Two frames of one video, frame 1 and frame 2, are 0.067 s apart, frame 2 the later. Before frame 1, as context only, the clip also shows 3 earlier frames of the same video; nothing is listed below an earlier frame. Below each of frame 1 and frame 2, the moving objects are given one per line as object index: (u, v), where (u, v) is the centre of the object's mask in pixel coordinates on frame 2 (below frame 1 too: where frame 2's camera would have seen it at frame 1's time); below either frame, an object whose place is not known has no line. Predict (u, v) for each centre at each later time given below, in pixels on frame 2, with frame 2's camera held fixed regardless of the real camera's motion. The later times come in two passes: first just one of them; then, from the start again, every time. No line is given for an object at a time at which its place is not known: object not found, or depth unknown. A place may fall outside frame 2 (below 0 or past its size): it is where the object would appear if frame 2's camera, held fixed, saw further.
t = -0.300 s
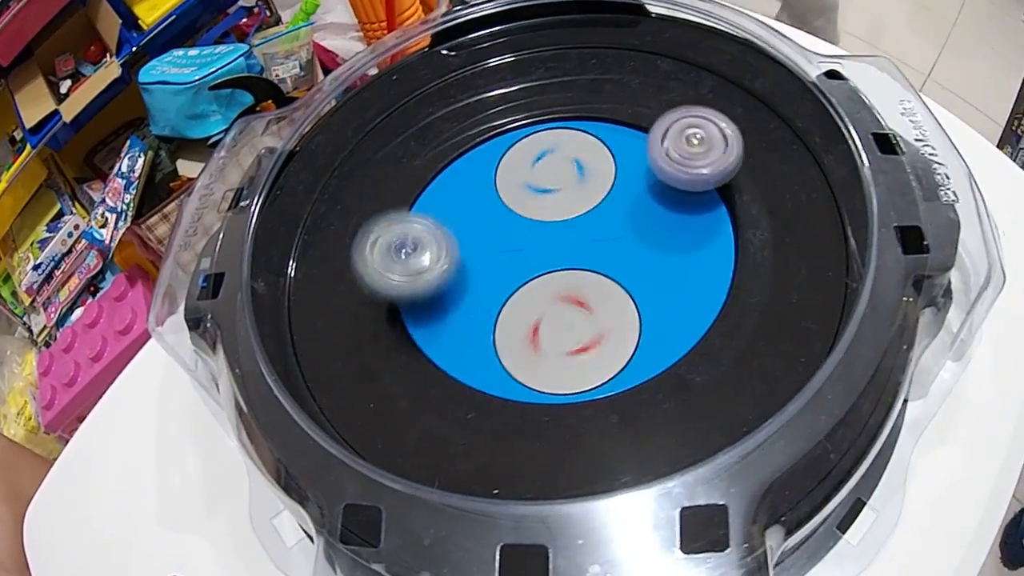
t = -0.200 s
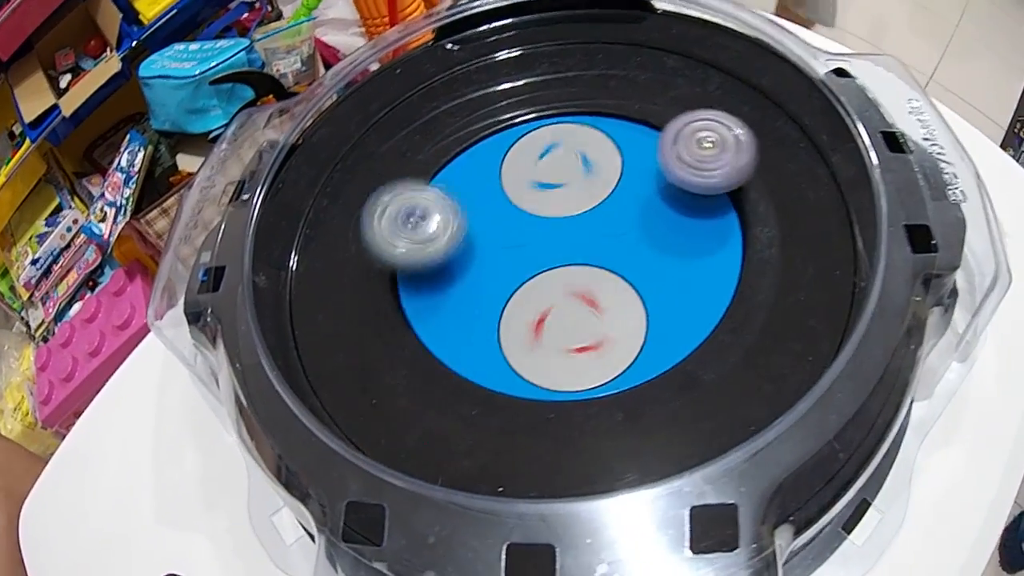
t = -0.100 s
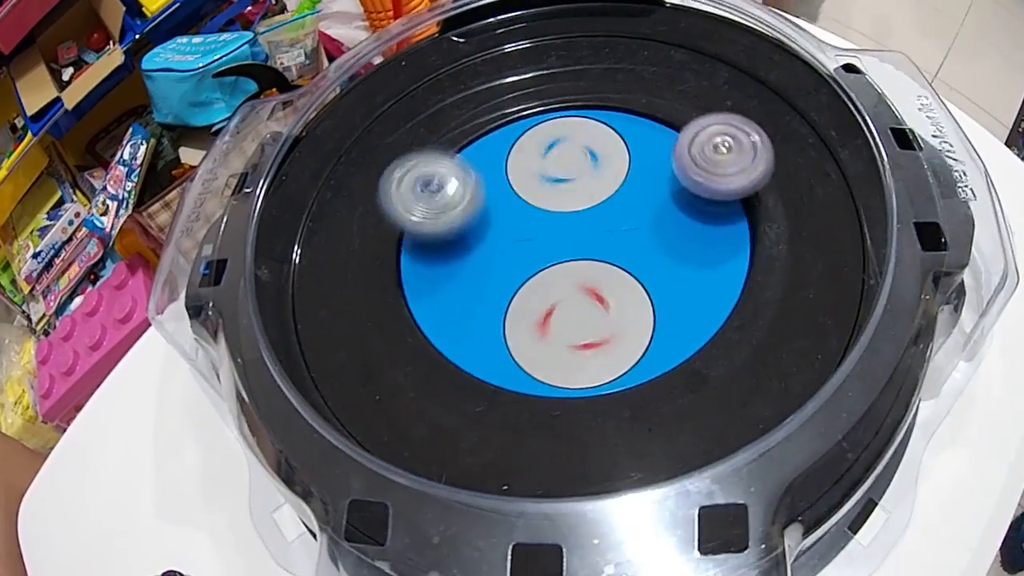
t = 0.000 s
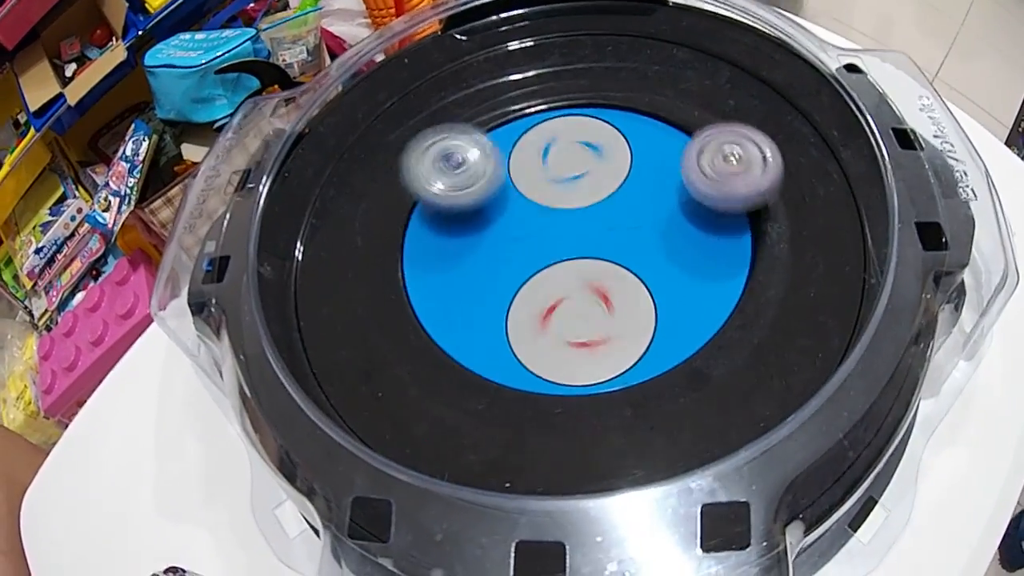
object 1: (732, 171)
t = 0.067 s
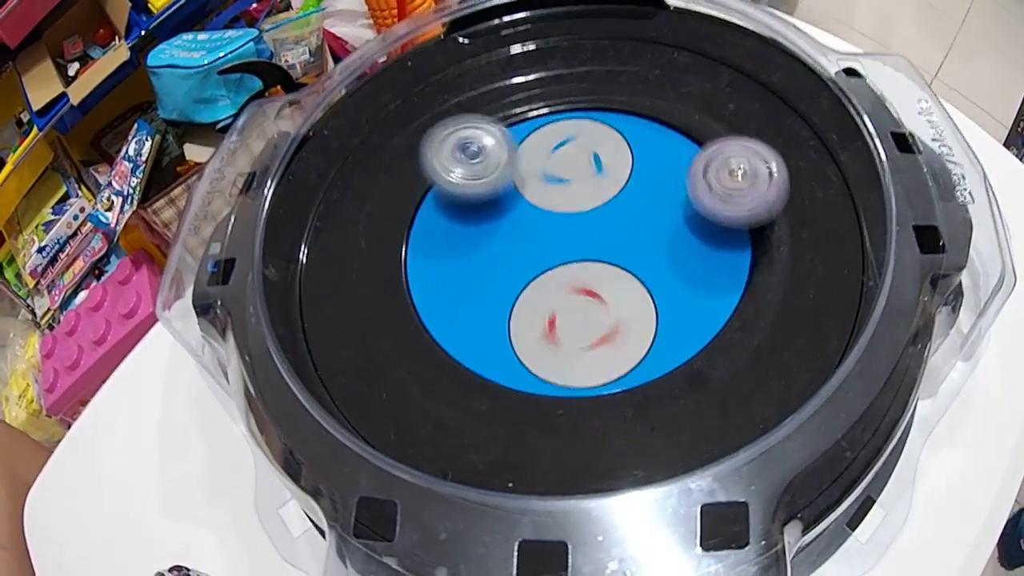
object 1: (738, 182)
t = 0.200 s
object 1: (744, 204)
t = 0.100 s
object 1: (740, 188)
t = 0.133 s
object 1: (741, 193)
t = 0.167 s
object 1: (743, 198)
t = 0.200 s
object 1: (744, 204)
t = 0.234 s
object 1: (744, 210)
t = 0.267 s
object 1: (744, 215)
